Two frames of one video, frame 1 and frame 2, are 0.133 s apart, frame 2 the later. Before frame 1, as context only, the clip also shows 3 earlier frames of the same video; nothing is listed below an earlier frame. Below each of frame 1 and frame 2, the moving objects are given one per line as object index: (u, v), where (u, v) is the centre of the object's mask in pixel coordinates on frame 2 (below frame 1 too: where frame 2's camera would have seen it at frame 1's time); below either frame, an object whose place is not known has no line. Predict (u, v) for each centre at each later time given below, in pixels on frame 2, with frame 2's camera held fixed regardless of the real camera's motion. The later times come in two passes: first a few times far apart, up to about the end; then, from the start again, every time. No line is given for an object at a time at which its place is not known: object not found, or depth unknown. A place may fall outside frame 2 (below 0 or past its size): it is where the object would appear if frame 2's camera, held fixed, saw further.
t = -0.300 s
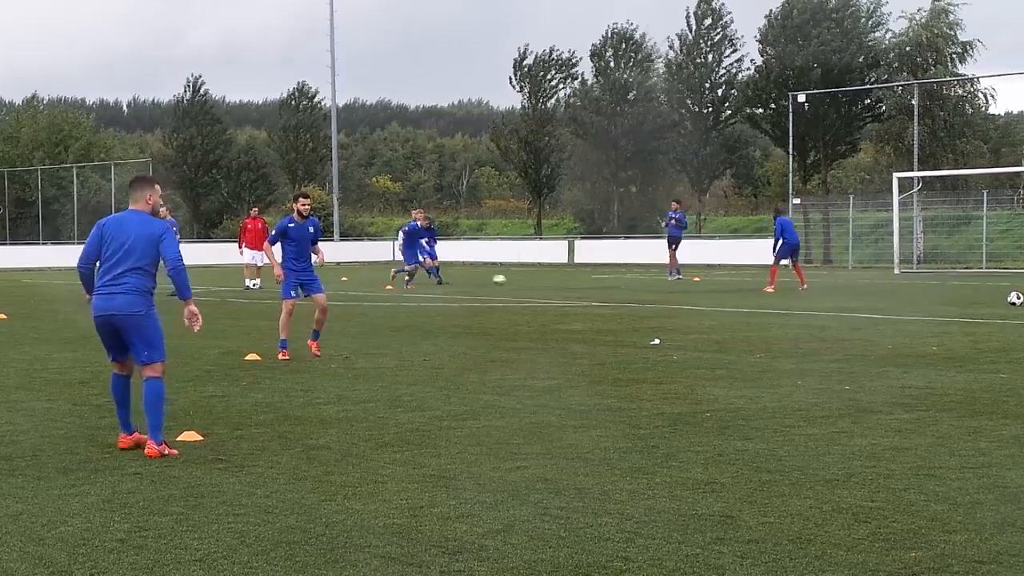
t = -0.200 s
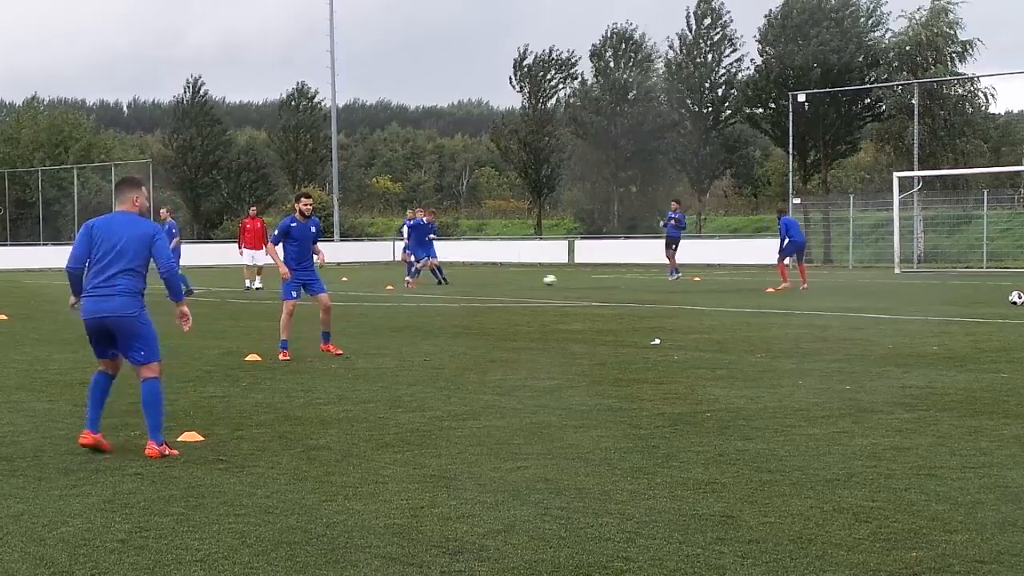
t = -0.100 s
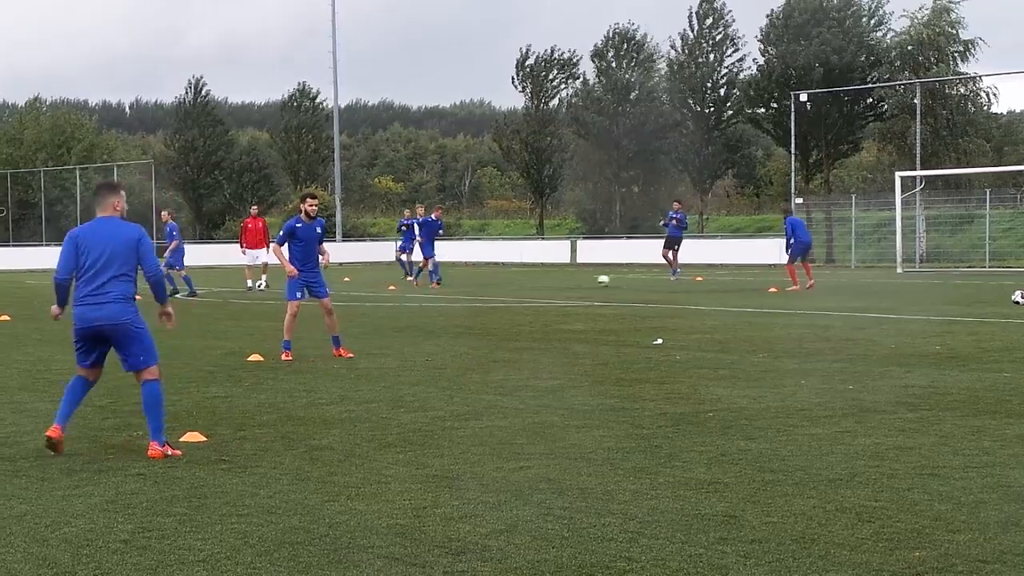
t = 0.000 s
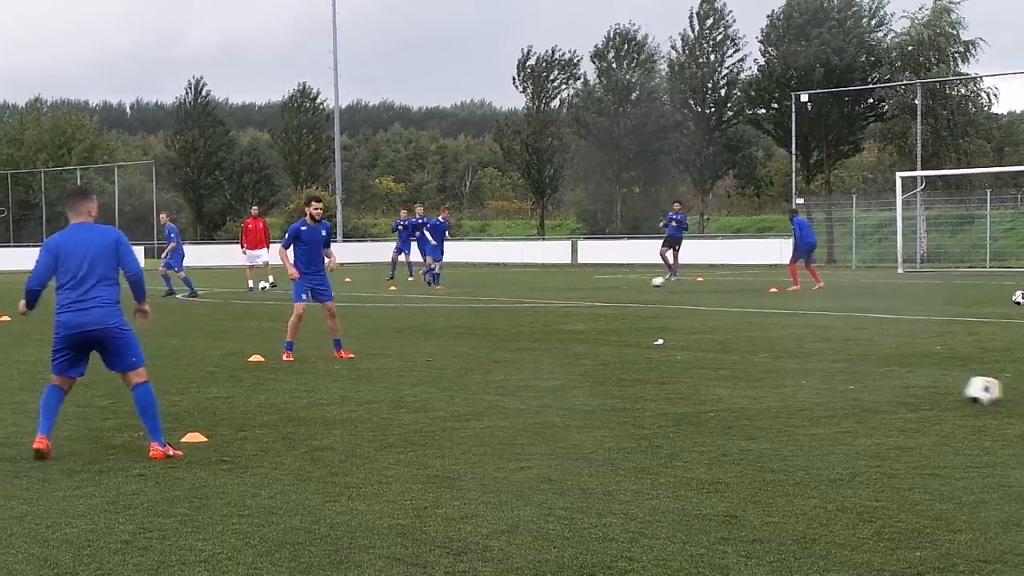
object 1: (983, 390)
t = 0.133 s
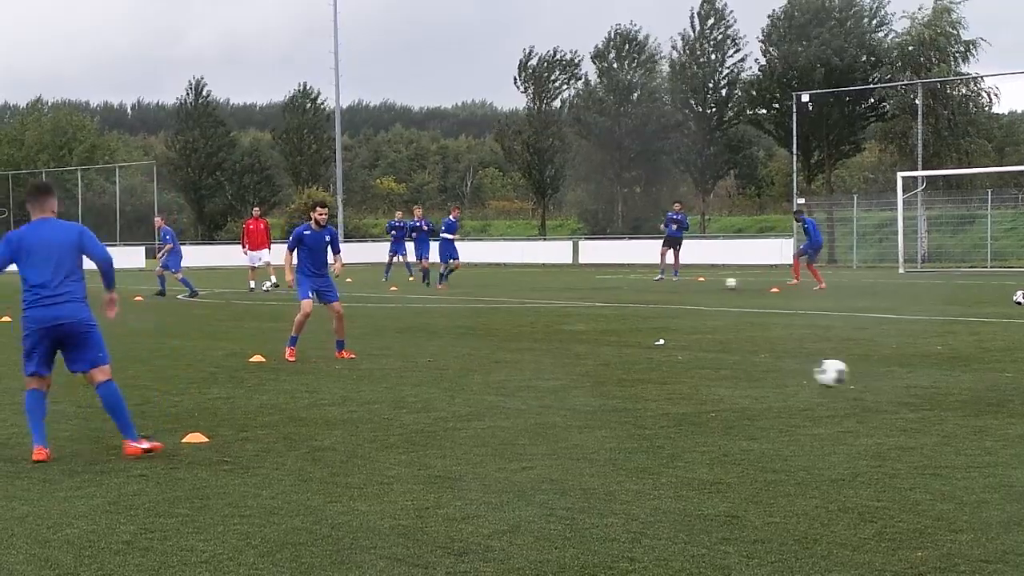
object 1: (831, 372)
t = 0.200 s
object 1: (760, 372)
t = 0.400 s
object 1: (585, 364)
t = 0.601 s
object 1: (449, 358)
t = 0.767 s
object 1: (357, 359)
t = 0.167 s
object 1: (794, 372)
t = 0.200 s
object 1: (760, 372)
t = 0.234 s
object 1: (727, 375)
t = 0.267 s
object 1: (695, 376)
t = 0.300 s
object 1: (666, 371)
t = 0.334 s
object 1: (639, 367)
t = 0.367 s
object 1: (612, 366)
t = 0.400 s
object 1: (585, 364)
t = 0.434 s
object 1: (559, 365)
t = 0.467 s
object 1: (534, 367)
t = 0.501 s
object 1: (510, 368)
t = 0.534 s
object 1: (490, 363)
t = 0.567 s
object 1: (469, 360)
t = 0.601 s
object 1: (449, 358)
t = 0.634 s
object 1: (429, 358)
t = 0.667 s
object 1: (411, 358)
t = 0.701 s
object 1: (391, 360)
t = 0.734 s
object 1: (372, 363)
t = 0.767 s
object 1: (357, 359)
